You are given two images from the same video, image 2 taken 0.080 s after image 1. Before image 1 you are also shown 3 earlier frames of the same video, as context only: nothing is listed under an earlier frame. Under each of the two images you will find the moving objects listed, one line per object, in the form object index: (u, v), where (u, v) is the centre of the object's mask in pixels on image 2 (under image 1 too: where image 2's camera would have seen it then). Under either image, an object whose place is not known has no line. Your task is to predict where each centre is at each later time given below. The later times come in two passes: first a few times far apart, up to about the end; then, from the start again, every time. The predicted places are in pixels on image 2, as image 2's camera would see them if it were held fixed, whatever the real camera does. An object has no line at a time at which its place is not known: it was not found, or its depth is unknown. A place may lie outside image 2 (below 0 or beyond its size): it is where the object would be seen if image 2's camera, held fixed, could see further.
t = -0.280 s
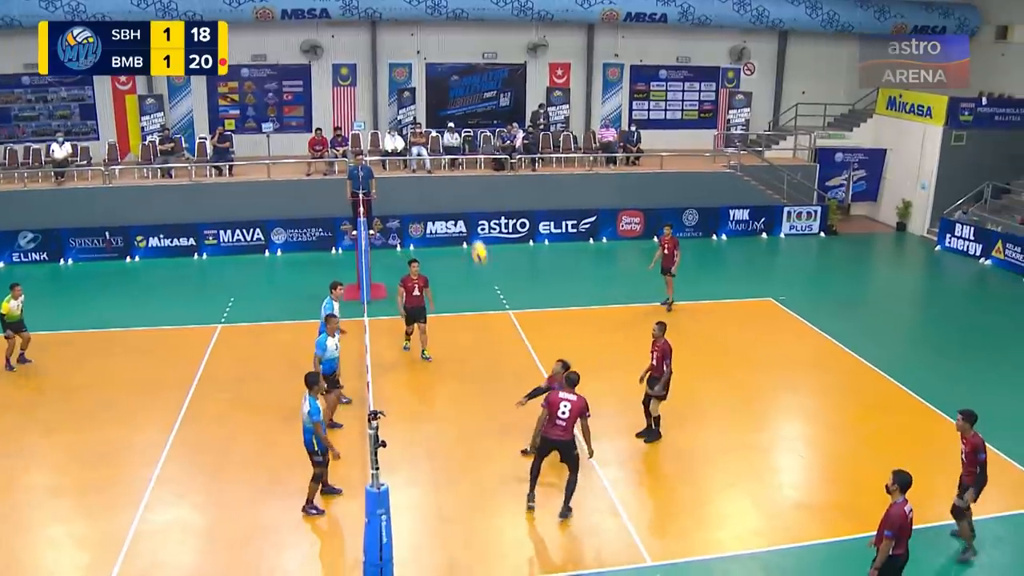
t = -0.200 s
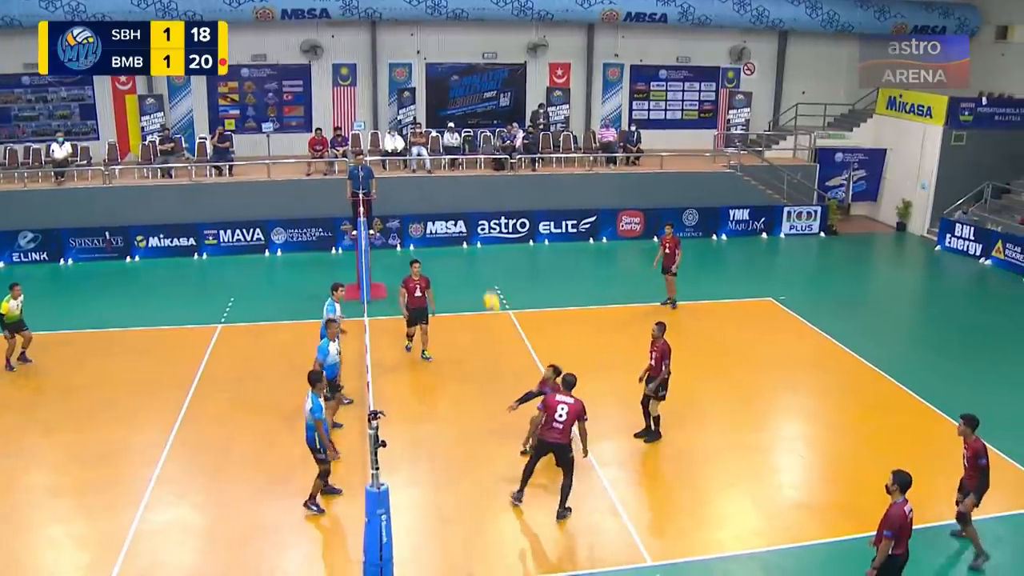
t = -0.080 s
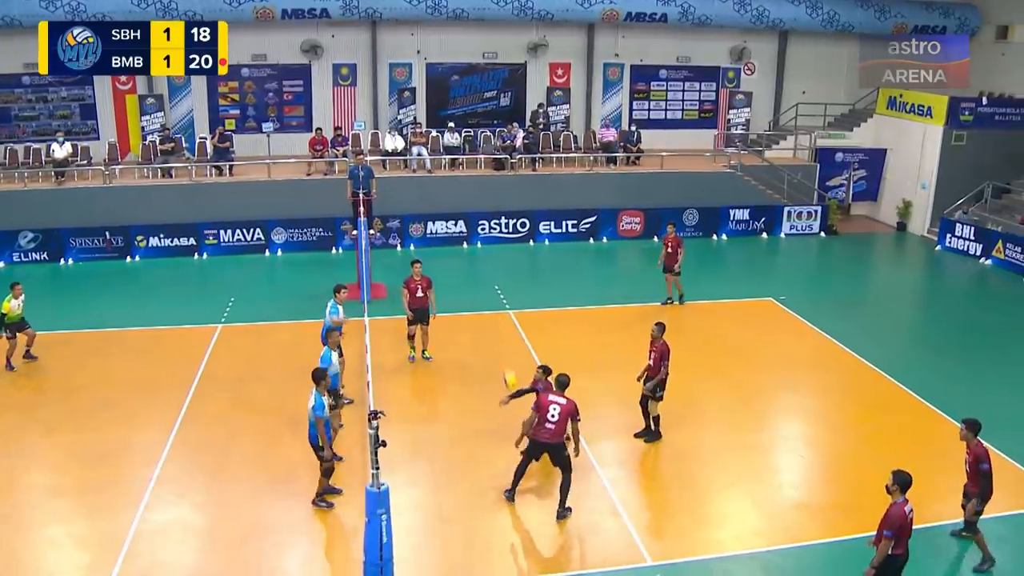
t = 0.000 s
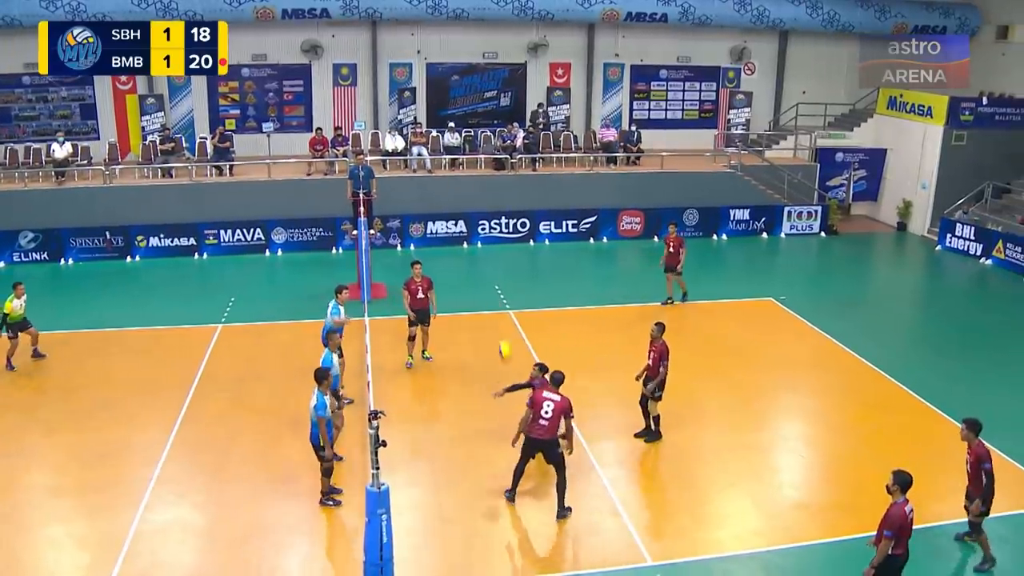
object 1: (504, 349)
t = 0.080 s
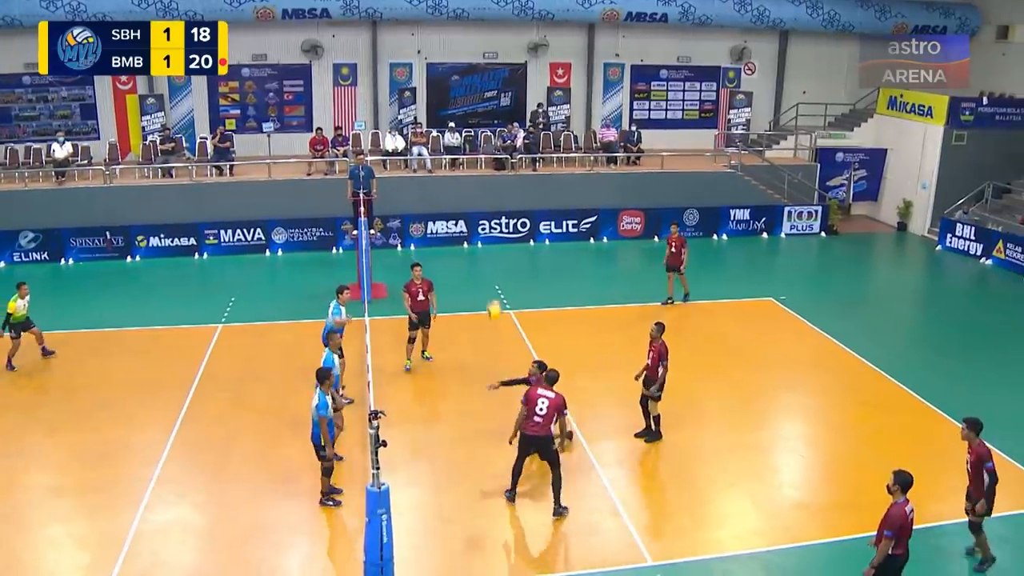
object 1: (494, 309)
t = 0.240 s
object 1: (476, 243)
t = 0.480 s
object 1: (452, 181)
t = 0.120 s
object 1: (489, 291)
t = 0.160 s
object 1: (485, 273)
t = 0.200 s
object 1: (480, 258)
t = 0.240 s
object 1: (476, 243)
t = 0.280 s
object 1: (472, 229)
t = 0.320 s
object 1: (469, 217)
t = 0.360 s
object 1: (464, 206)
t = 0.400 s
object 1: (459, 196)
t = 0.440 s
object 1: (456, 188)
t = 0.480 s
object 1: (452, 181)
